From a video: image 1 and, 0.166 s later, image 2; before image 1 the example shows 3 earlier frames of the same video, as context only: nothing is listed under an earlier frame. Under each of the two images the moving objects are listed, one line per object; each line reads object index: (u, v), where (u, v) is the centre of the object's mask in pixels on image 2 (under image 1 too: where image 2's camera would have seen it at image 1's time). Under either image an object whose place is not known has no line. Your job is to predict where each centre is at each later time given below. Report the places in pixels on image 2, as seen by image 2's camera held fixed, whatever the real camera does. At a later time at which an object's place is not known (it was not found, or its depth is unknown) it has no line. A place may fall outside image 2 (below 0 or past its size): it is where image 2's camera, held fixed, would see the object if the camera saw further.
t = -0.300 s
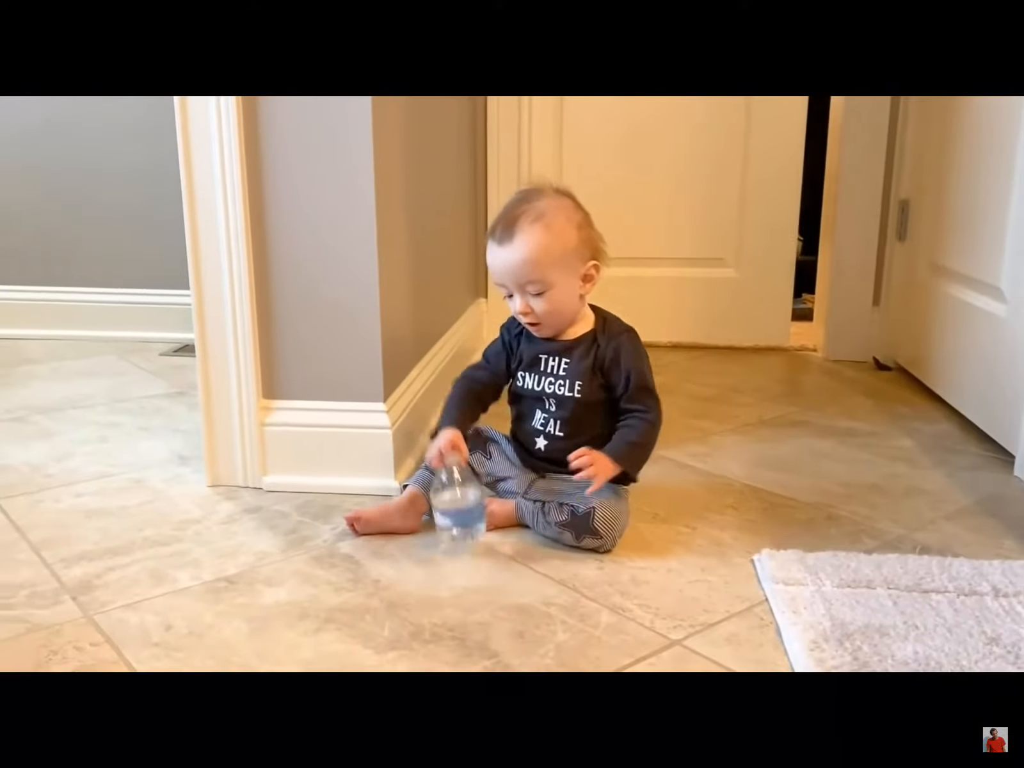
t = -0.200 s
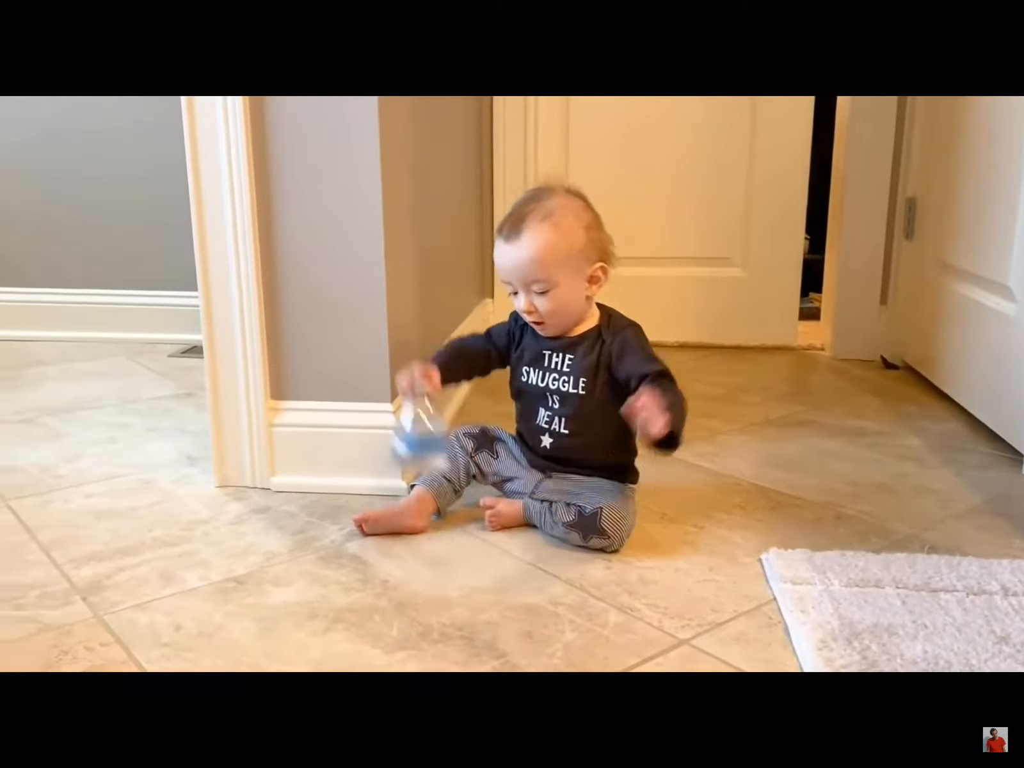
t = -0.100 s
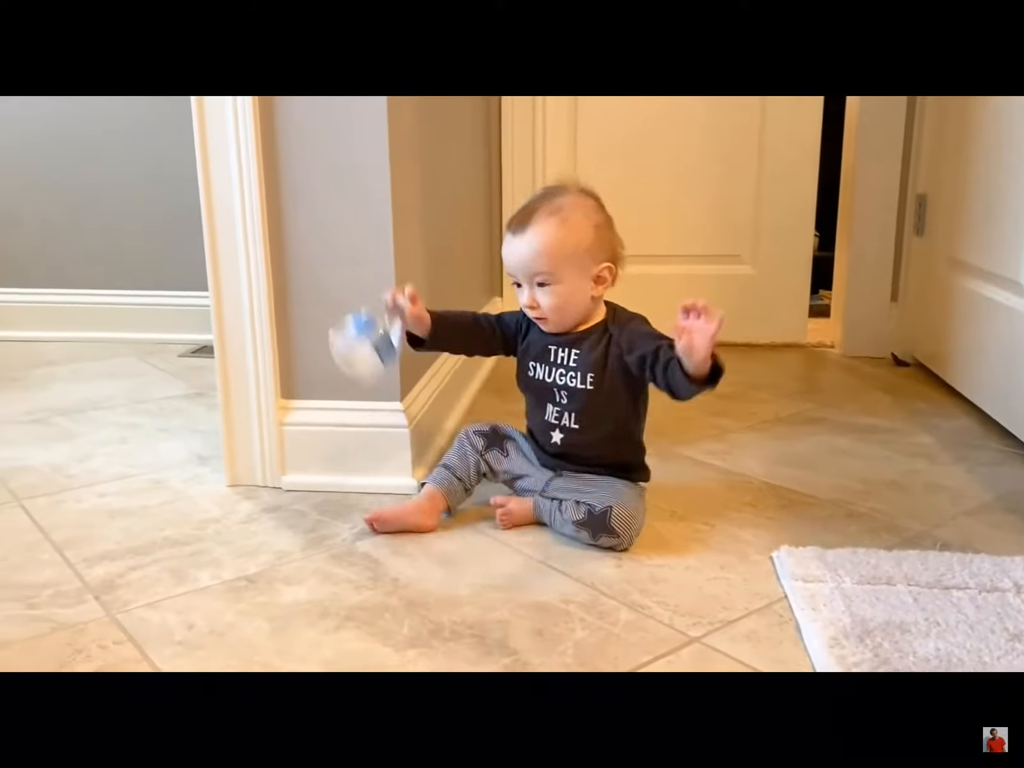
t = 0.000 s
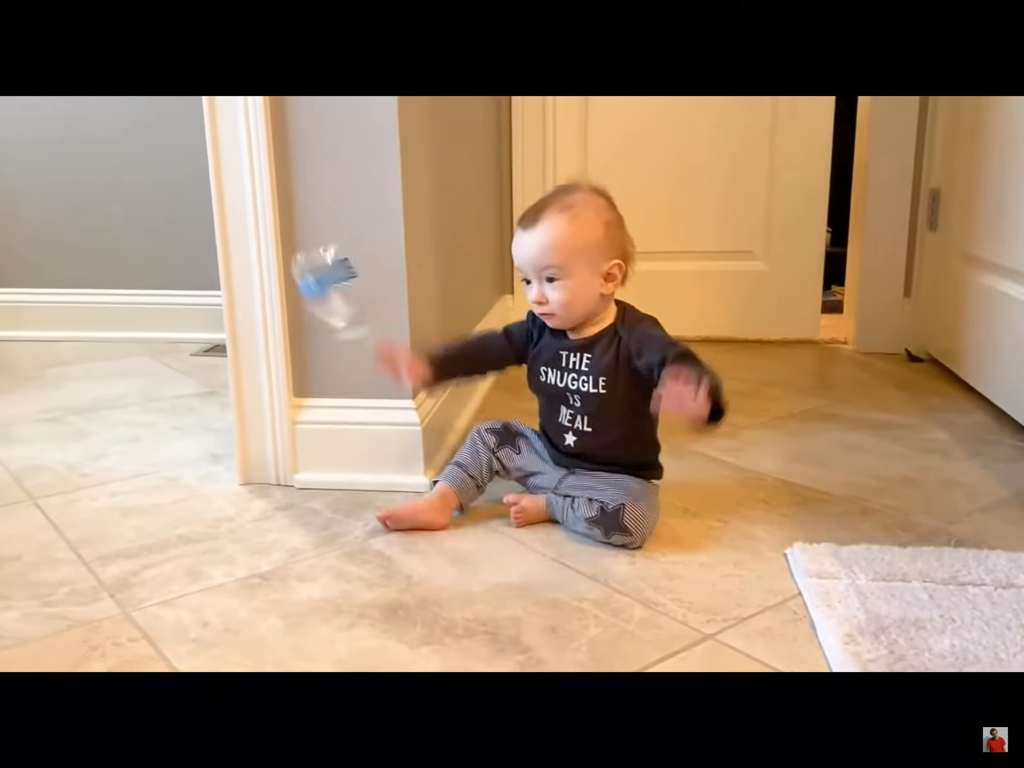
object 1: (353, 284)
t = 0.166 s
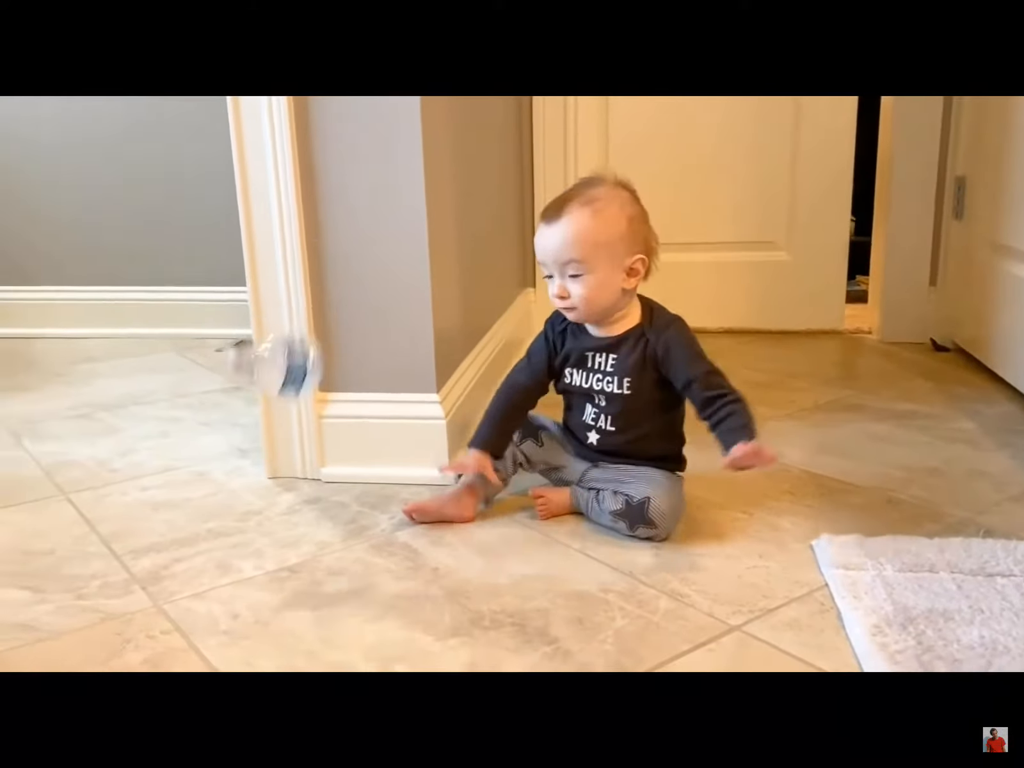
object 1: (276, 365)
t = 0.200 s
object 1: (264, 407)
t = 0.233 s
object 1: (254, 456)
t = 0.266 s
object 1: (247, 512)
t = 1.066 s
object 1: (232, 536)
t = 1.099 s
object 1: (232, 536)
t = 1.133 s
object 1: (231, 537)
